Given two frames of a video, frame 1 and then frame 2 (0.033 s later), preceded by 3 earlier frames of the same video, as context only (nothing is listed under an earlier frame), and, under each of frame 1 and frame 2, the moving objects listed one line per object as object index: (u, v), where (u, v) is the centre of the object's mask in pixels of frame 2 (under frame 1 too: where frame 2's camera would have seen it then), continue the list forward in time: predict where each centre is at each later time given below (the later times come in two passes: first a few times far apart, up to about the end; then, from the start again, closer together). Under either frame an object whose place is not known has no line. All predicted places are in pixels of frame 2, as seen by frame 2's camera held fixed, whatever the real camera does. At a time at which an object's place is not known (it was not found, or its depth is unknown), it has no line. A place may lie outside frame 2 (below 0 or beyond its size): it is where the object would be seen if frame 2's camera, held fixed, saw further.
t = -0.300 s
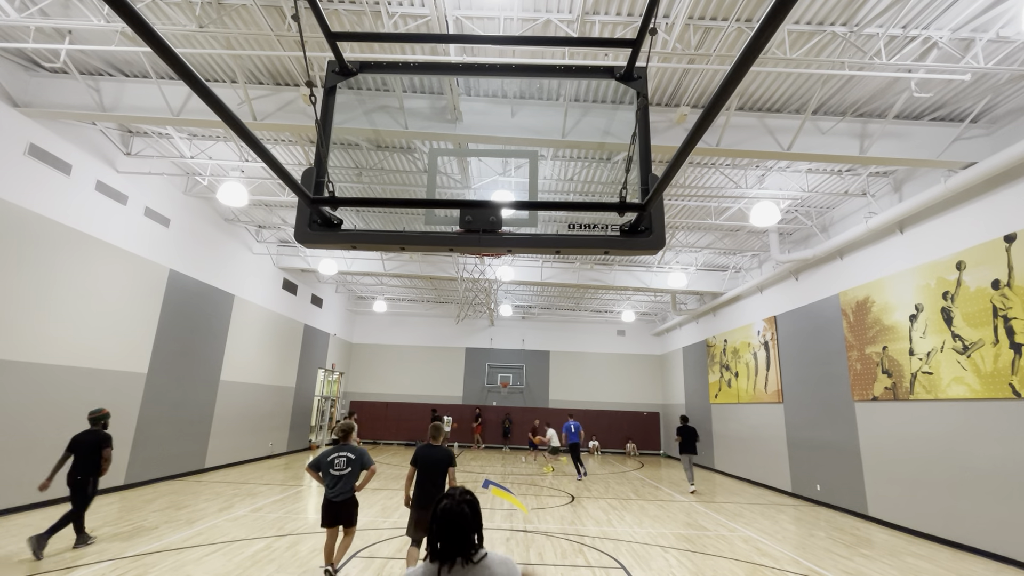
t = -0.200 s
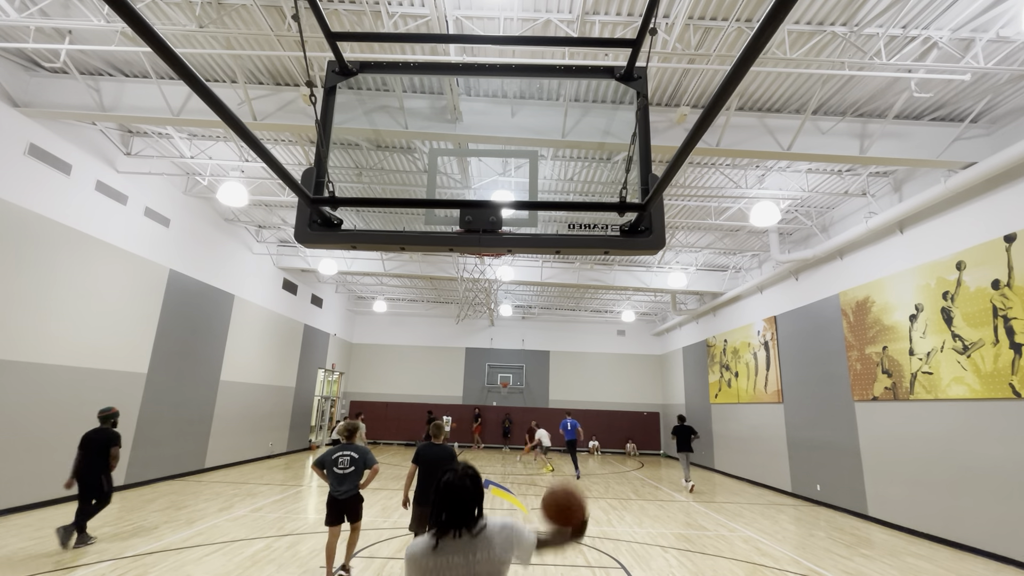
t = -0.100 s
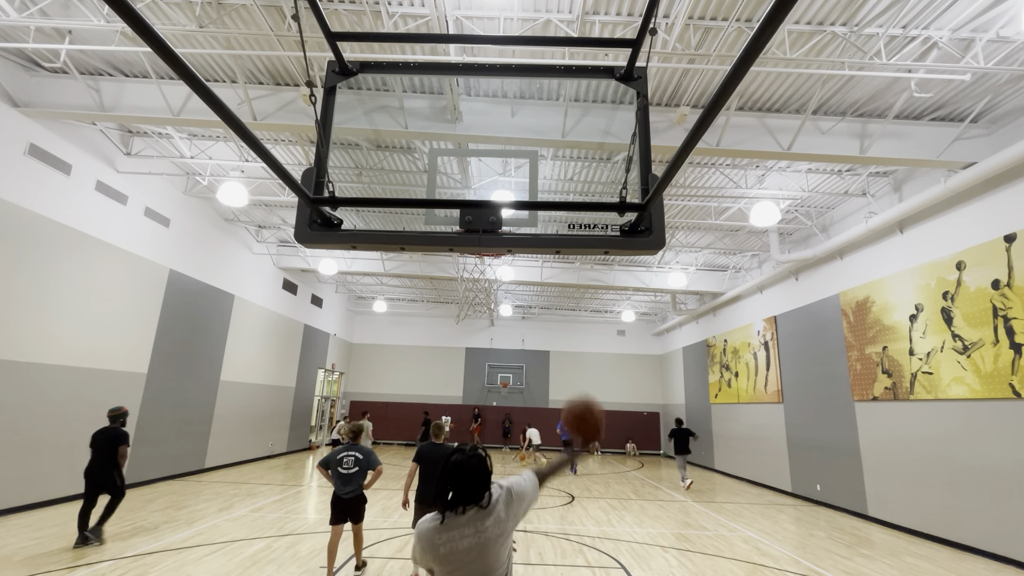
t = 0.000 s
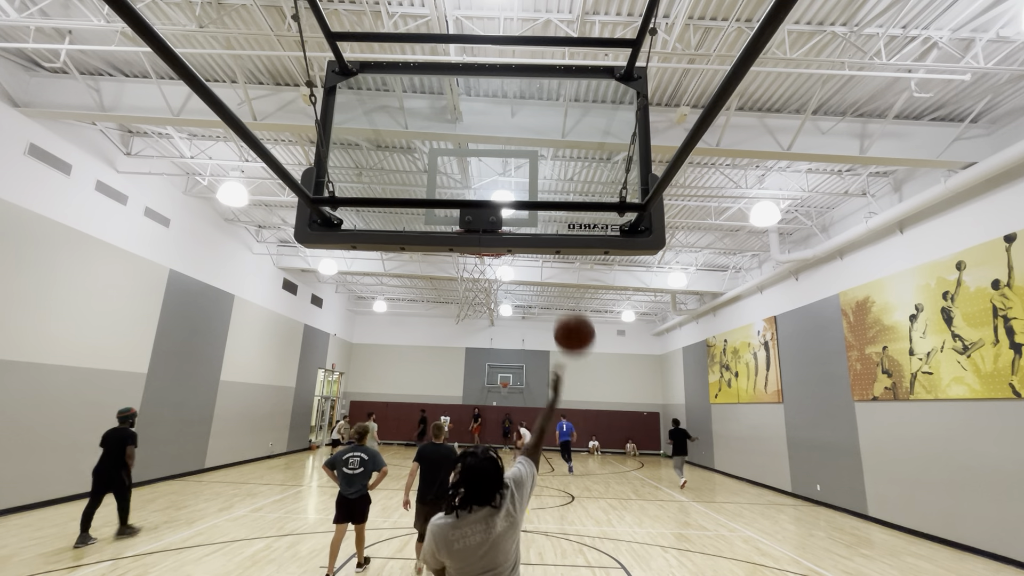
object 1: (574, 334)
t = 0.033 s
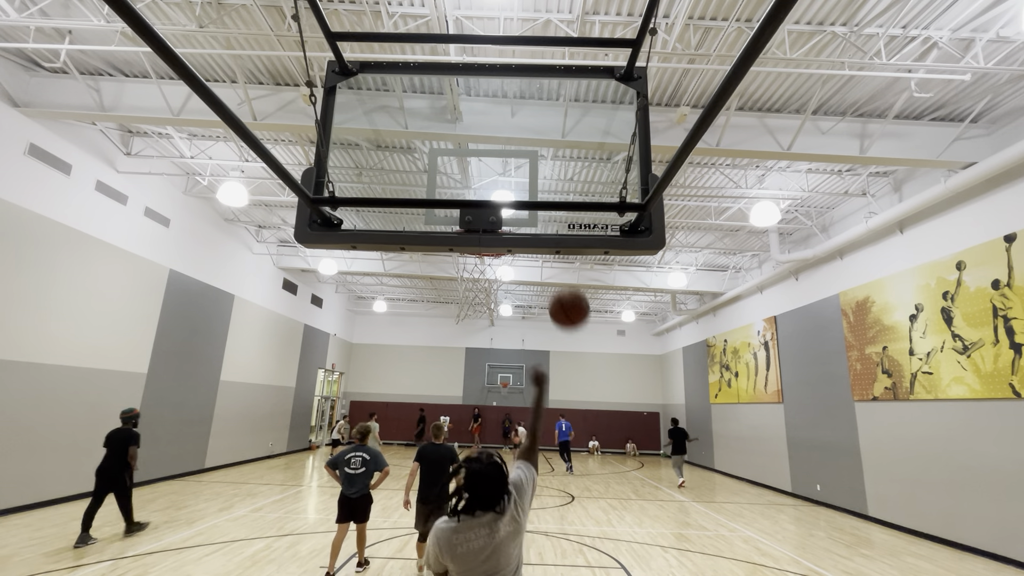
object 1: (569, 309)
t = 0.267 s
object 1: (538, 191)
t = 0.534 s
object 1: (497, 176)
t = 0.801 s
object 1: (483, 188)
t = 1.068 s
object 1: (509, 219)
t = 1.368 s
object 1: (468, 265)
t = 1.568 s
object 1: (478, 332)
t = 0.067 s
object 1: (564, 287)
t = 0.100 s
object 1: (559, 269)
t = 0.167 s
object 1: (551, 225)
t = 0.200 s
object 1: (549, 222)
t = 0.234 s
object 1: (547, 217)
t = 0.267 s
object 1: (538, 191)
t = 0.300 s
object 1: (529, 186)
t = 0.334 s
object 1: (524, 182)
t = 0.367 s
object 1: (517, 177)
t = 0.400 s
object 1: (514, 175)
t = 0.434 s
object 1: (511, 173)
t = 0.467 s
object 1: (507, 173)
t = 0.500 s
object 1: (502, 174)
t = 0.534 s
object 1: (497, 176)
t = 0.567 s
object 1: (492, 181)
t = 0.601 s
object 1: (486, 185)
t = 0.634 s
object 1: (480, 189)
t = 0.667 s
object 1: (474, 193)
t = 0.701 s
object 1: (473, 195)
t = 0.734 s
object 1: (477, 192)
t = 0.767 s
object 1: (480, 189)
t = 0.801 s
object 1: (483, 188)
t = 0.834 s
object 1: (485, 187)
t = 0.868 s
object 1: (488, 187)
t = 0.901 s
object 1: (491, 188)
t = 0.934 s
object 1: (493, 189)
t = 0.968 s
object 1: (495, 191)
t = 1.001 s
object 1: (497, 194)
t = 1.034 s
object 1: (510, 214)
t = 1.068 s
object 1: (509, 219)
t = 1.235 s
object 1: (480, 256)
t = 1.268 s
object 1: (474, 257)
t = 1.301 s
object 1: (466, 260)
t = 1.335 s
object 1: (467, 262)
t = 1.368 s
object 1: (468, 265)
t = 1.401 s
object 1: (470, 270)
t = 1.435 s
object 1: (472, 278)
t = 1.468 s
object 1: (473, 290)
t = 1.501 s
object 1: (474, 302)
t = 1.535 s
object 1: (476, 316)
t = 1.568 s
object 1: (478, 332)
